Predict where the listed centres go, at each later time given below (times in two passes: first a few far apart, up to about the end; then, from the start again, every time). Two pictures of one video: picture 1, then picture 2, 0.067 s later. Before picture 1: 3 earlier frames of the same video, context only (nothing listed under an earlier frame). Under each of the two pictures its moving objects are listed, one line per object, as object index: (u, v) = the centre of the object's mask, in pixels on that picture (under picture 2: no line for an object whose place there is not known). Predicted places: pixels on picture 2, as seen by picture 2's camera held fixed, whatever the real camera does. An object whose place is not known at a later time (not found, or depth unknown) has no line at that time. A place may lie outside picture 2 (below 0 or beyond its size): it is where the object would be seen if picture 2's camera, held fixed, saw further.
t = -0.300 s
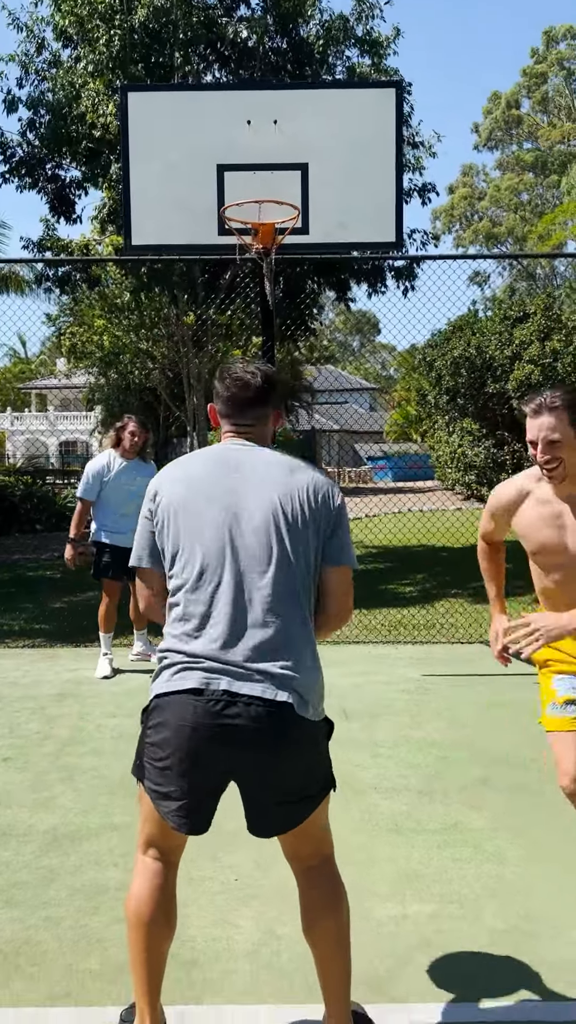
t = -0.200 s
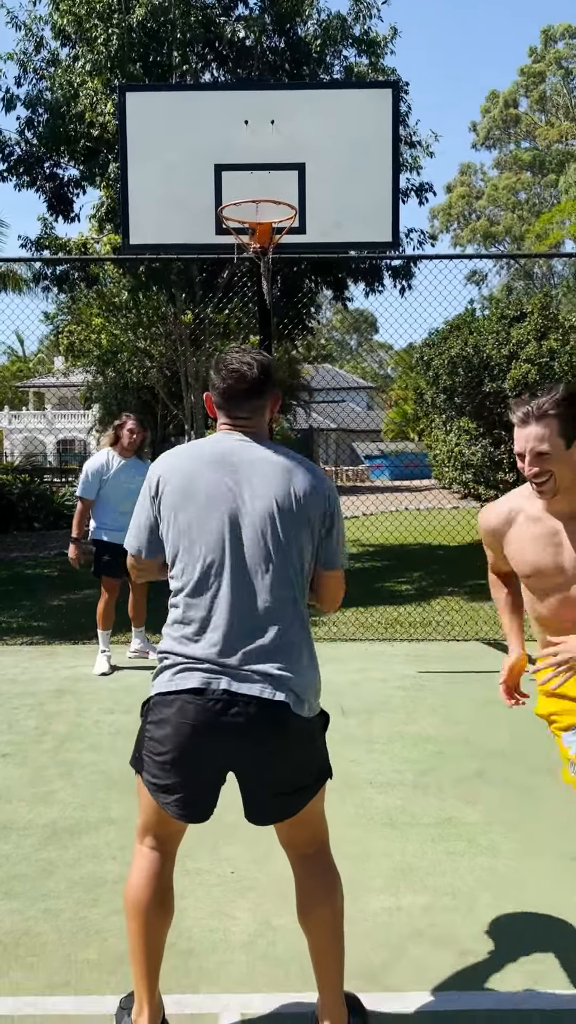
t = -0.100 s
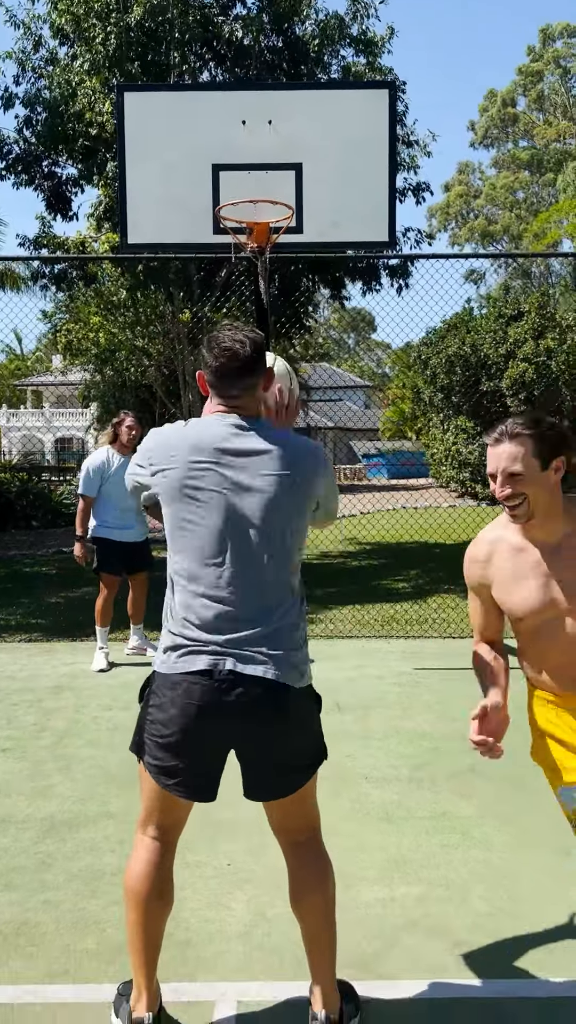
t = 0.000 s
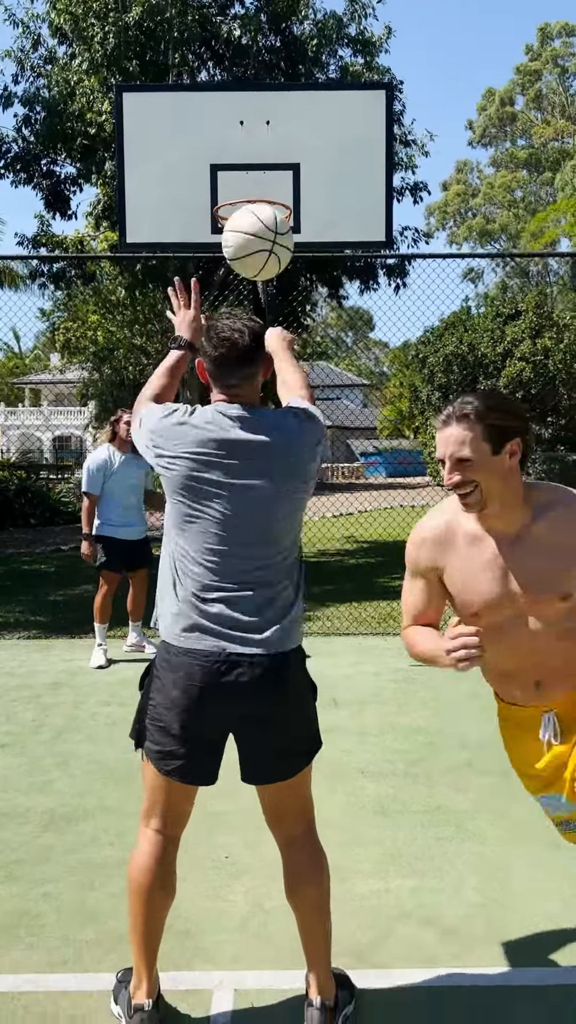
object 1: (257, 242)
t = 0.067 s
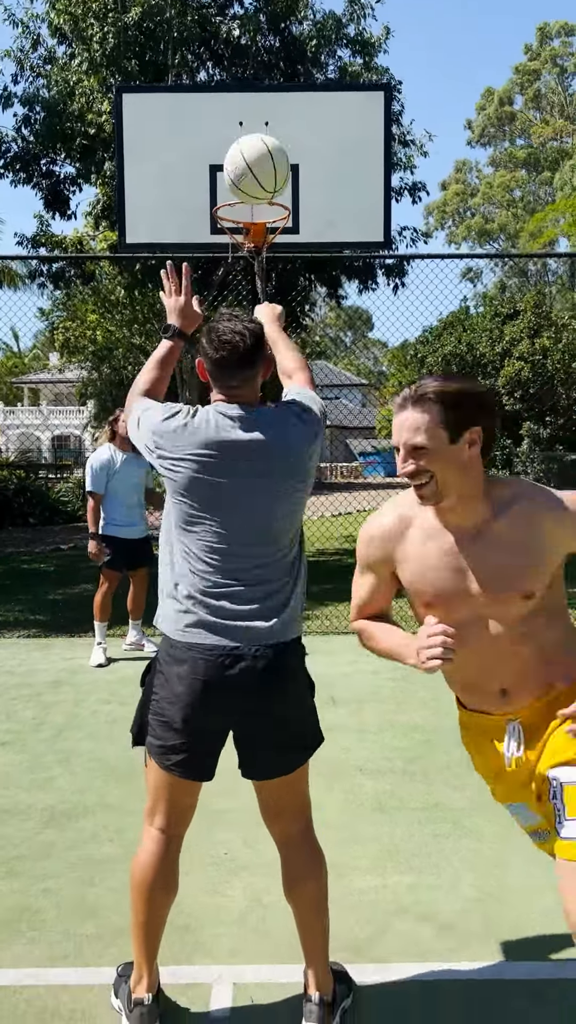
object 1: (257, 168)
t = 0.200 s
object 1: (258, 84)
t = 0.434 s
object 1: (259, 59)
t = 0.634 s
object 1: (260, 117)
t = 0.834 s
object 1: (259, 198)
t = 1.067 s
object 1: (248, 115)
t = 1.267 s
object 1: (238, 113)
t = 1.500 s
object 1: (225, 185)
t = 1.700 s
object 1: (204, 139)
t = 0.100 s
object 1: (257, 141)
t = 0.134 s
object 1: (257, 118)
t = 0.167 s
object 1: (257, 99)
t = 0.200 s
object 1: (258, 84)
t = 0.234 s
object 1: (258, 72)
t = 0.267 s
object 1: (258, 63)
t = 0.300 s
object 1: (258, 58)
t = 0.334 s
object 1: (258, 55)
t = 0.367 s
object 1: (259, 54)
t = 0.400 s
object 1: (259, 56)
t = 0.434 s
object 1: (259, 59)
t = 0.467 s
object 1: (260, 65)
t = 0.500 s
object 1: (260, 72)
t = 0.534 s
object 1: (260, 81)
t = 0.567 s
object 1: (260, 91)
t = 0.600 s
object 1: (260, 103)
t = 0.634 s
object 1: (260, 117)
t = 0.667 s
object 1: (260, 131)
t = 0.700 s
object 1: (261, 147)
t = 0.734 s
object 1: (260, 164)
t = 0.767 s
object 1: (260, 181)
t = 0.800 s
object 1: (261, 201)
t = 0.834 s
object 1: (259, 198)
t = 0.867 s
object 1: (257, 179)
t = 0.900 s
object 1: (256, 164)
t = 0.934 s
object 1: (254, 152)
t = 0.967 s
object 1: (253, 140)
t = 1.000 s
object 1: (252, 130)
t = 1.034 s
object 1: (250, 122)
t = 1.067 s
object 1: (248, 115)
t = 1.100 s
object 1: (246, 110)
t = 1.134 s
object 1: (244, 107)
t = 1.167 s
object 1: (242, 106)
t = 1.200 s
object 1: (240, 106)
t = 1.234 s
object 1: (239, 108)
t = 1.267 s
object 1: (238, 113)
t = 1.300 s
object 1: (236, 119)
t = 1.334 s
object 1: (234, 127)
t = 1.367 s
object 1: (232, 137)
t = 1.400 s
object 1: (230, 148)
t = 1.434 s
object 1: (228, 162)
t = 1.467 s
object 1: (226, 178)
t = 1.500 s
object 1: (225, 185)
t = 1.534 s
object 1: (221, 173)
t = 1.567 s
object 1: (217, 162)
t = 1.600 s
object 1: (213, 154)
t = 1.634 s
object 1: (210, 146)
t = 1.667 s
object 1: (207, 142)
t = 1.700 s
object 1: (204, 139)
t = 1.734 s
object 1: (200, 137)
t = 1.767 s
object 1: (196, 138)
